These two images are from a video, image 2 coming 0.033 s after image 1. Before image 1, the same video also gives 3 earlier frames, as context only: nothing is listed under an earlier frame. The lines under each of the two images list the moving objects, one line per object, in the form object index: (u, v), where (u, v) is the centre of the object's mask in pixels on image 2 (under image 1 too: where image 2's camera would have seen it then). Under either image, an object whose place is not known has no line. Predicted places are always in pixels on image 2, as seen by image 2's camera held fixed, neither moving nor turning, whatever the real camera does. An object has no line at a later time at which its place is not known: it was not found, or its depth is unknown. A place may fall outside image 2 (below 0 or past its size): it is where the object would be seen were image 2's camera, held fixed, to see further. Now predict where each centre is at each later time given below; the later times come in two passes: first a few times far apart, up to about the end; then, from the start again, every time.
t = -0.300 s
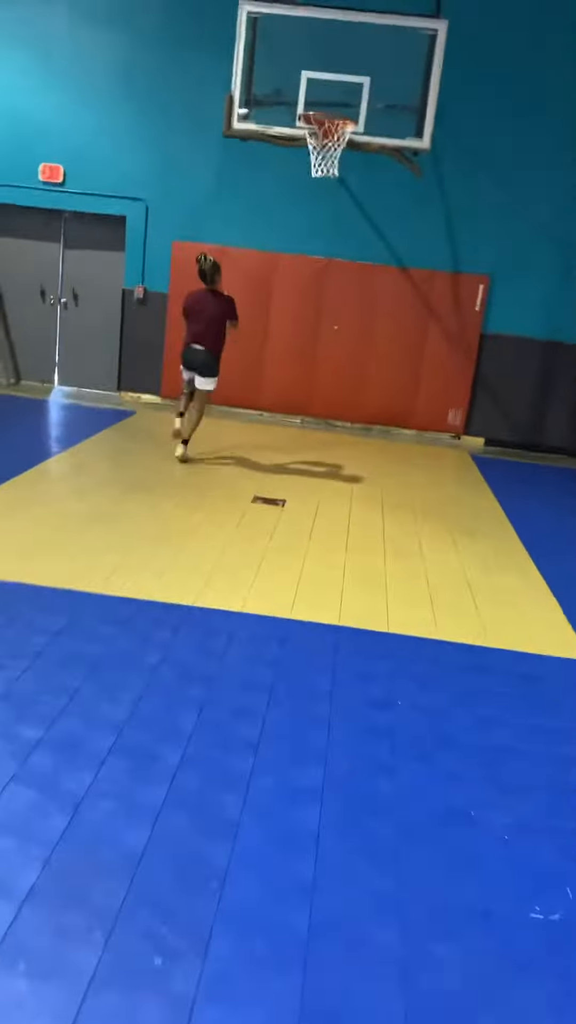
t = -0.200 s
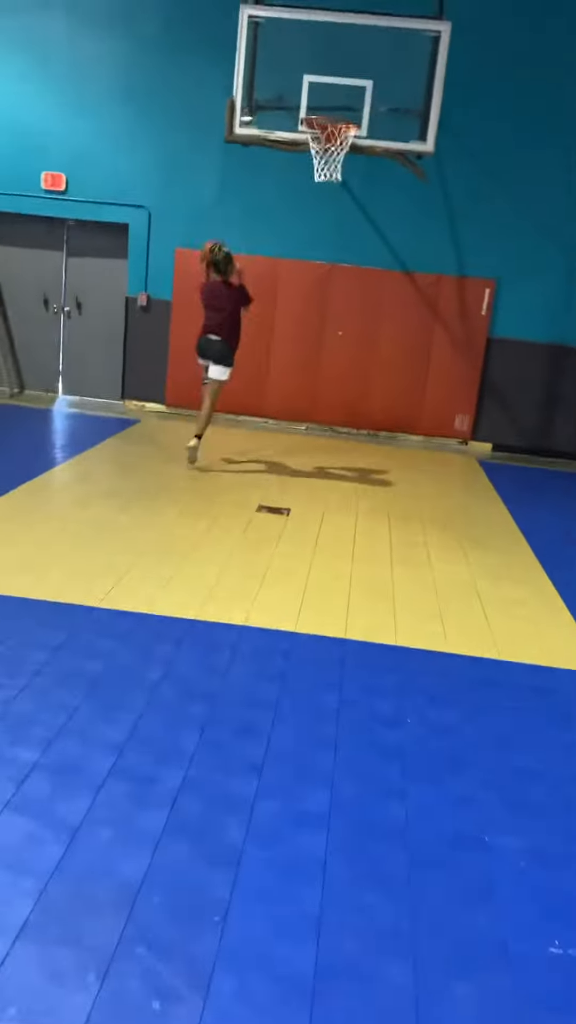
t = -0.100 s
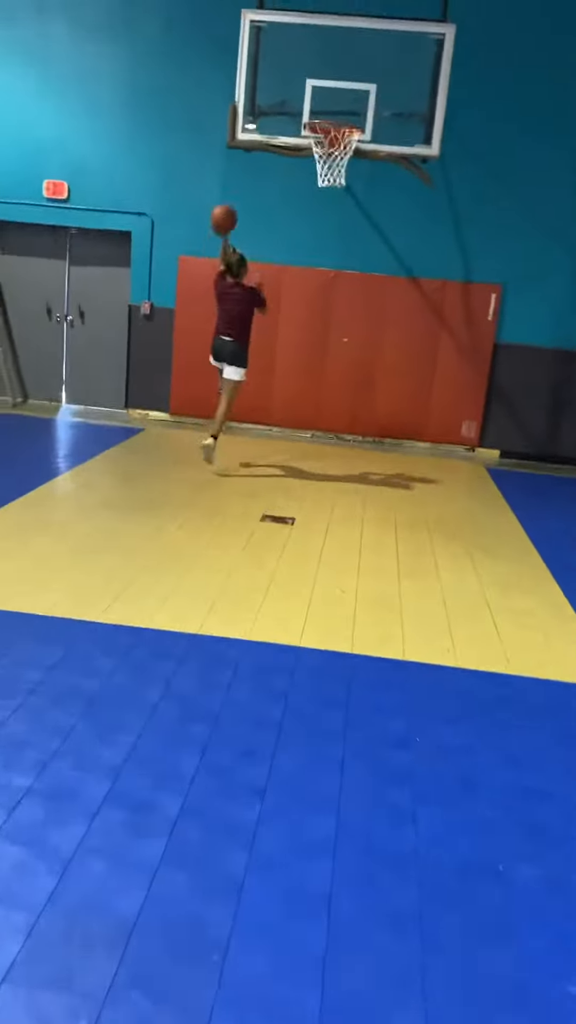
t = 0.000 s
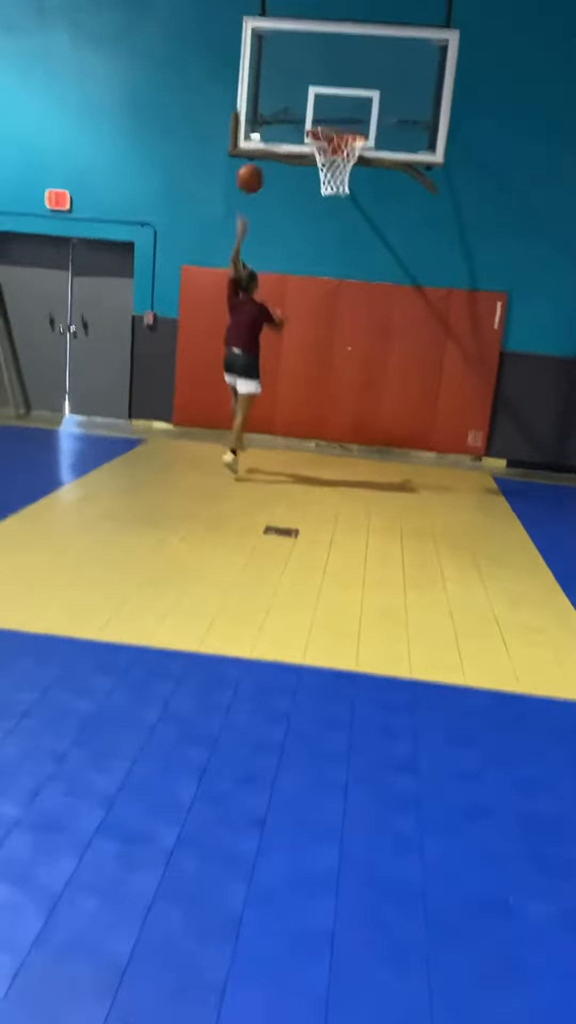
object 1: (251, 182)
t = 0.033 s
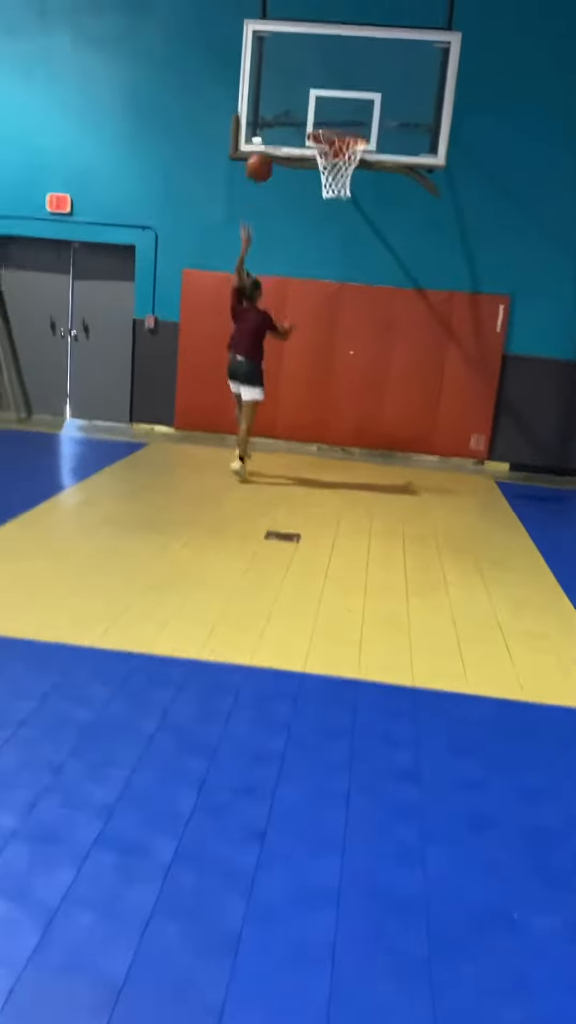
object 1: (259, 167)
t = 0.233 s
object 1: (308, 111)
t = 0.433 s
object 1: (339, 106)
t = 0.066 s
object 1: (267, 154)
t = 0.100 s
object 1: (274, 144)
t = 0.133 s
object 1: (284, 132)
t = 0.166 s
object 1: (292, 124)
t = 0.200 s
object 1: (300, 116)
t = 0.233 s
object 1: (308, 111)
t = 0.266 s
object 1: (316, 107)
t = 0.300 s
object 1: (324, 104)
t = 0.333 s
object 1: (329, 103)
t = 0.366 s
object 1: (333, 103)
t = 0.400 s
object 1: (336, 104)
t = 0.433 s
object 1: (339, 106)
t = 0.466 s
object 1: (343, 111)
